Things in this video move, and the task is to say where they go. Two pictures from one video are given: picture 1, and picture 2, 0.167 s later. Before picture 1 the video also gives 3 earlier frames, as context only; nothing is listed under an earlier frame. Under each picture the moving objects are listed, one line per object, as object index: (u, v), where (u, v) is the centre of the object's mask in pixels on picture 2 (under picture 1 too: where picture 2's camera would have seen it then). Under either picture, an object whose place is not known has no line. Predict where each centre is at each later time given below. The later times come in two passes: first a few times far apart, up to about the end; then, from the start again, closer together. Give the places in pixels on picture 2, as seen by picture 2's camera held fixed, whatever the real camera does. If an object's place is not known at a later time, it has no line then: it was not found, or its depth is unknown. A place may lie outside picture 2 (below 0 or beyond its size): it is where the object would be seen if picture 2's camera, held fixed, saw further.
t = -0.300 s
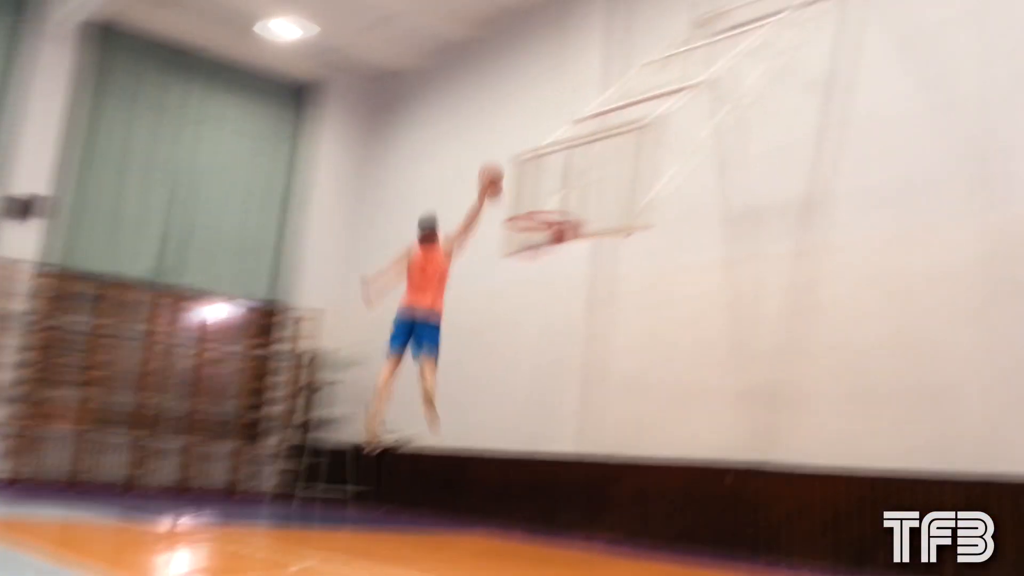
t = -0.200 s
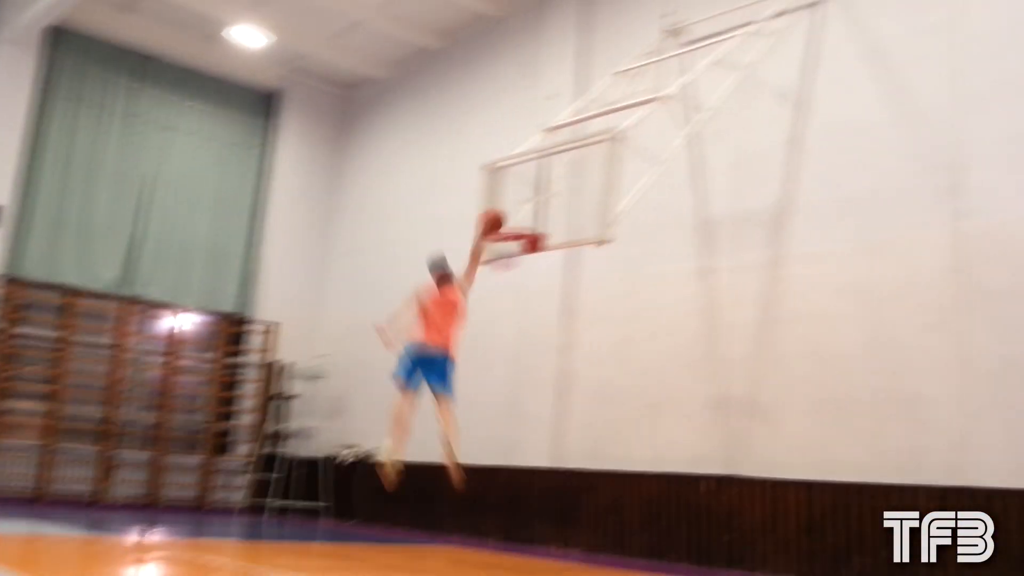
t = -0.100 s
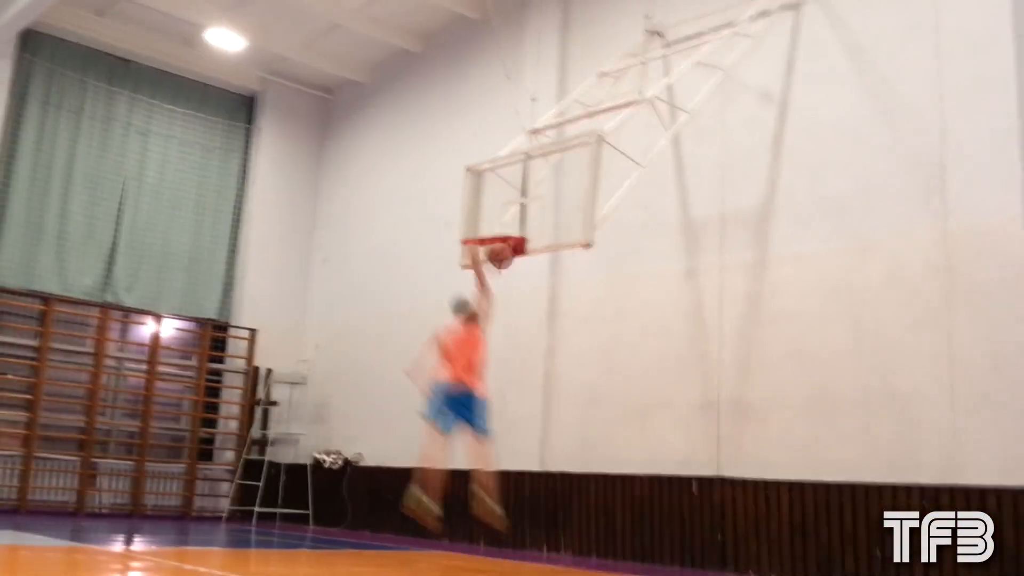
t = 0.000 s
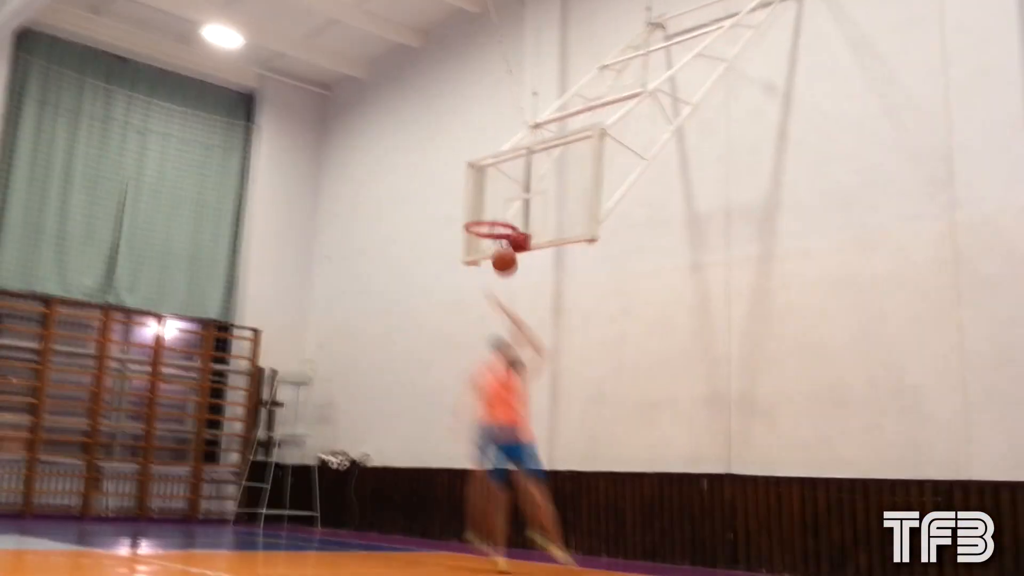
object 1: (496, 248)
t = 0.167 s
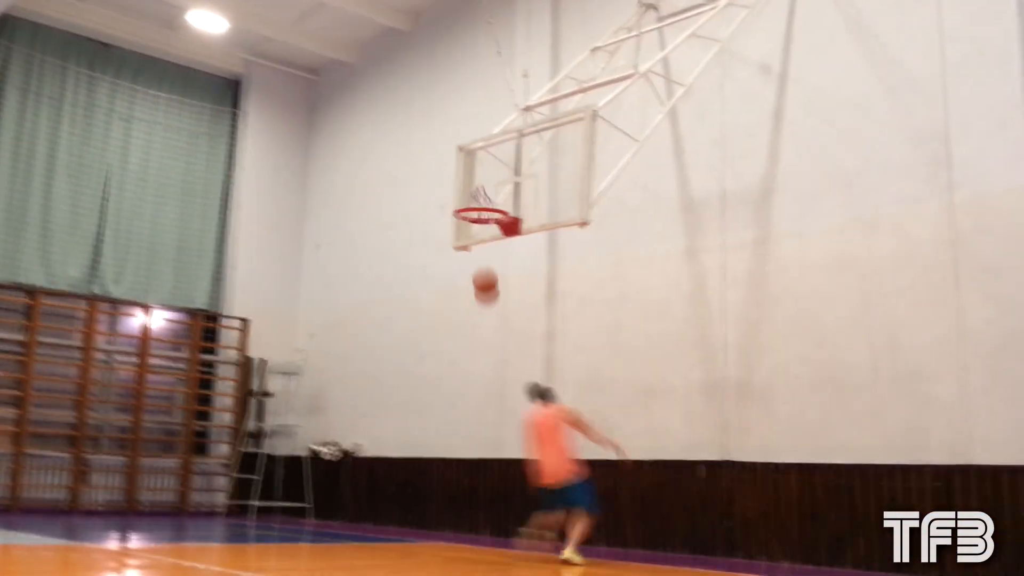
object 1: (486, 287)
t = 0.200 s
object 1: (484, 298)
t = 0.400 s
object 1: (474, 396)
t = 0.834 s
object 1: (438, 450)
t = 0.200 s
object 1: (484, 298)
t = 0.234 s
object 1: (483, 310)
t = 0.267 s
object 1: (481, 326)
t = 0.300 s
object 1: (479, 342)
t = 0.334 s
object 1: (478, 360)
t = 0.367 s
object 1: (476, 377)
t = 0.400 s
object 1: (474, 396)
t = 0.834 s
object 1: (438, 450)
